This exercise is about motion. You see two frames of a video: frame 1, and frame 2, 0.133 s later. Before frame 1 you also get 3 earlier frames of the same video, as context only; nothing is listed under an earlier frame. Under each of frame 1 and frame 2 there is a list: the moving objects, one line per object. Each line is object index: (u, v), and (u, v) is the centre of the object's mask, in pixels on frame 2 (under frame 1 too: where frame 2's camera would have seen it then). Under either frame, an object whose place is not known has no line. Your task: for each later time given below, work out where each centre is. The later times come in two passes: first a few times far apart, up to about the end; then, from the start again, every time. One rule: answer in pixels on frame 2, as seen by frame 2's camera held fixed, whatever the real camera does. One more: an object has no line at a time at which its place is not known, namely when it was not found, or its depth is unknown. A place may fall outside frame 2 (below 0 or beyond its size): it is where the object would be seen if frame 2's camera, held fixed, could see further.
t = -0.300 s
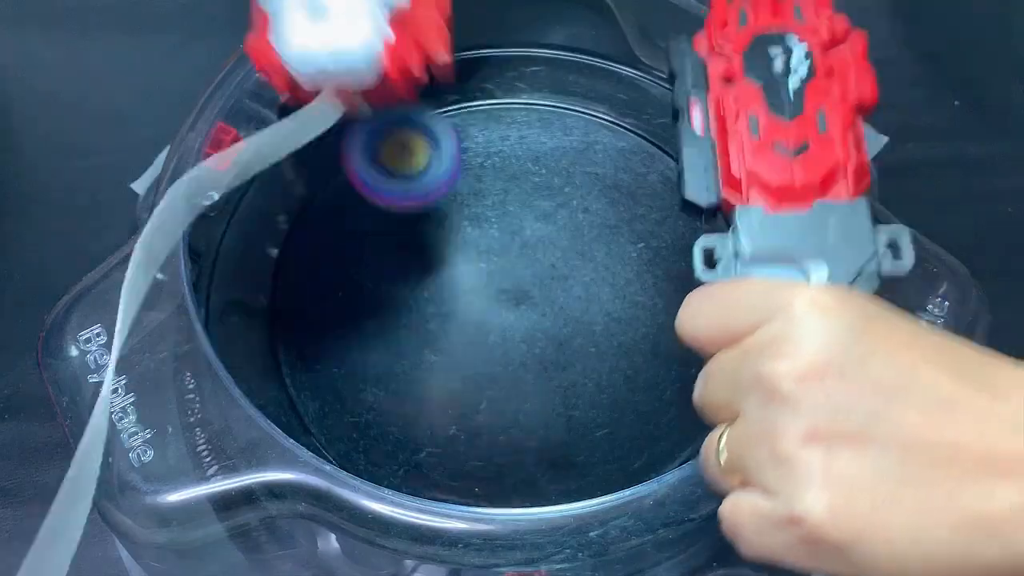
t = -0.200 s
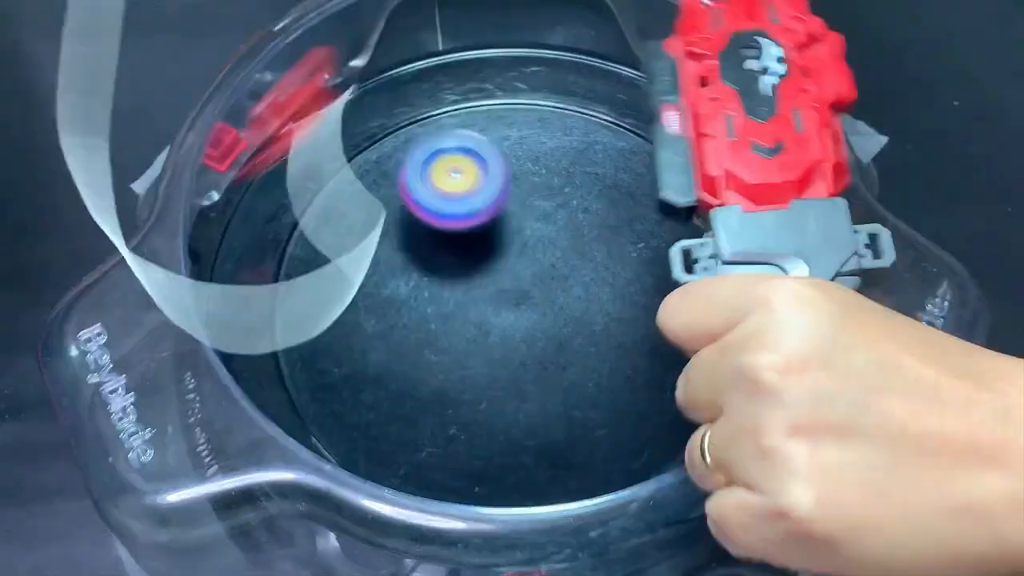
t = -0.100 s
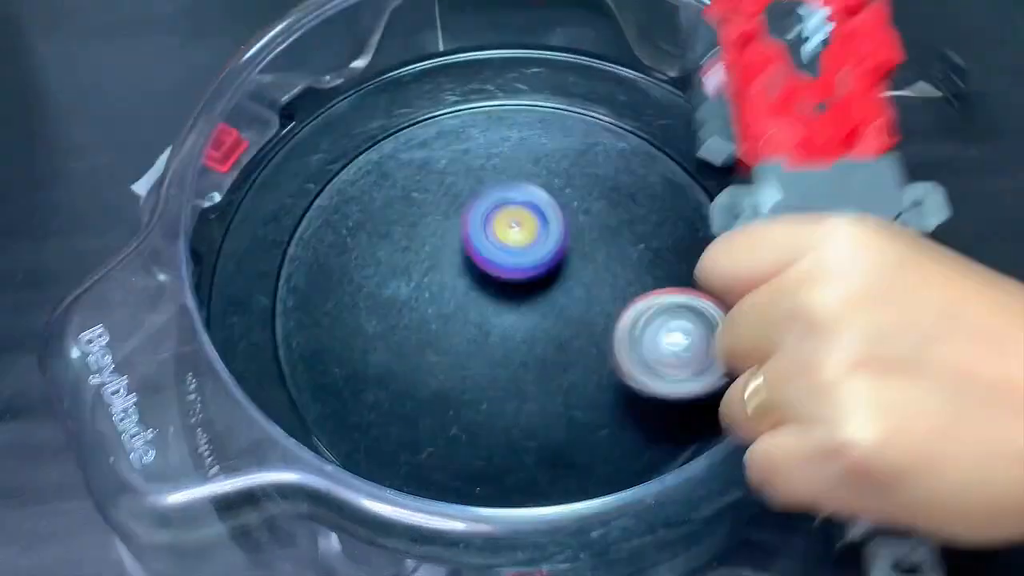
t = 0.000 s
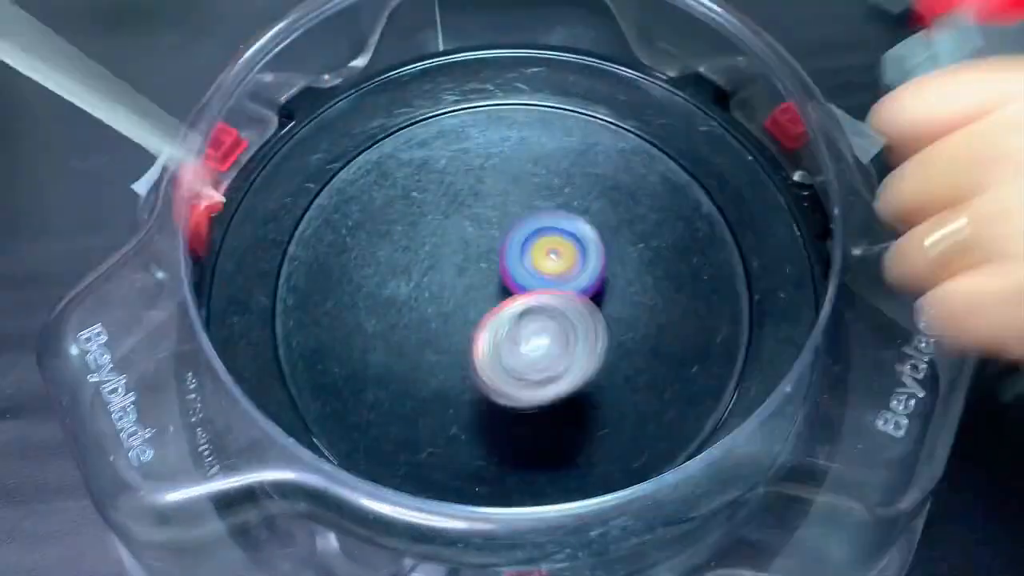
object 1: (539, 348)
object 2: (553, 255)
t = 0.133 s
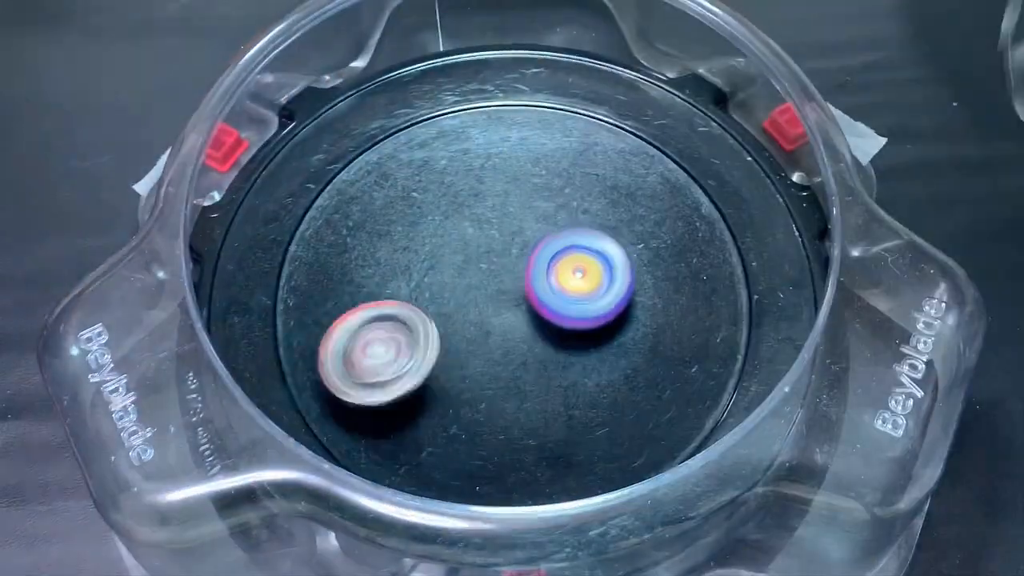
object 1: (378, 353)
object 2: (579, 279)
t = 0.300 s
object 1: (297, 285)
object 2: (563, 238)
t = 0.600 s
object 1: (333, 230)
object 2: (526, 250)
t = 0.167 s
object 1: (349, 343)
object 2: (581, 275)
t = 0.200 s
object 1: (327, 329)
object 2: (581, 269)
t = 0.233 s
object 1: (309, 314)
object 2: (578, 260)
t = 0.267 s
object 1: (301, 300)
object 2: (572, 250)
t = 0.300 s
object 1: (297, 285)
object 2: (563, 238)
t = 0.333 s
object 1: (302, 273)
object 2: (549, 227)
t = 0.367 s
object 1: (312, 261)
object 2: (532, 218)
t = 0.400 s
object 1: (327, 251)
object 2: (513, 212)
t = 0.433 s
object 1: (349, 242)
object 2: (491, 209)
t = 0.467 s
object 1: (369, 235)
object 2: (473, 211)
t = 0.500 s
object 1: (355, 228)
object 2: (487, 216)
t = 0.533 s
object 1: (343, 229)
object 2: (501, 224)
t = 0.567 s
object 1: (337, 225)
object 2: (515, 237)
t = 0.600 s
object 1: (333, 230)
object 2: (526, 250)
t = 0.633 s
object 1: (337, 234)
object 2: (537, 265)
